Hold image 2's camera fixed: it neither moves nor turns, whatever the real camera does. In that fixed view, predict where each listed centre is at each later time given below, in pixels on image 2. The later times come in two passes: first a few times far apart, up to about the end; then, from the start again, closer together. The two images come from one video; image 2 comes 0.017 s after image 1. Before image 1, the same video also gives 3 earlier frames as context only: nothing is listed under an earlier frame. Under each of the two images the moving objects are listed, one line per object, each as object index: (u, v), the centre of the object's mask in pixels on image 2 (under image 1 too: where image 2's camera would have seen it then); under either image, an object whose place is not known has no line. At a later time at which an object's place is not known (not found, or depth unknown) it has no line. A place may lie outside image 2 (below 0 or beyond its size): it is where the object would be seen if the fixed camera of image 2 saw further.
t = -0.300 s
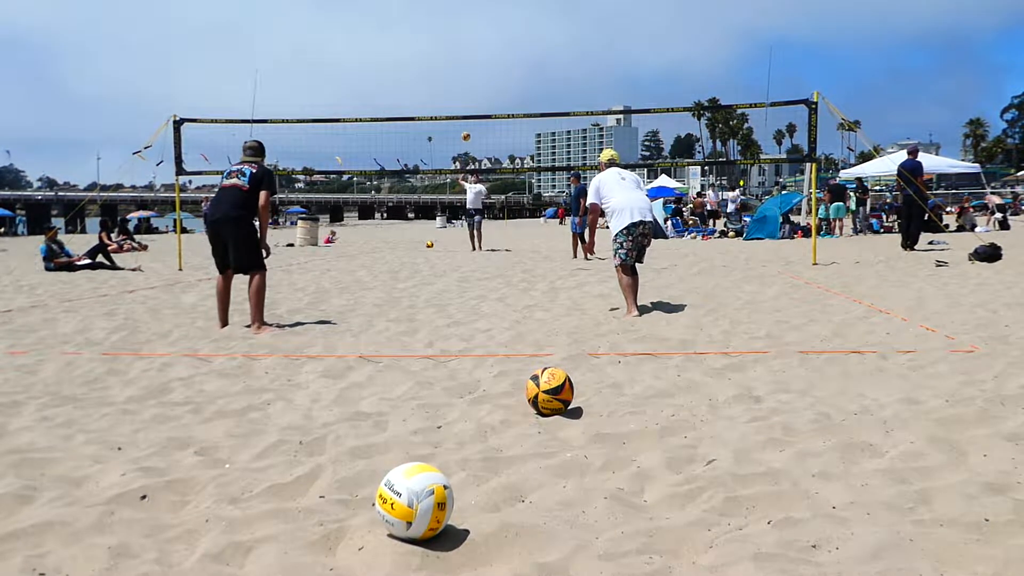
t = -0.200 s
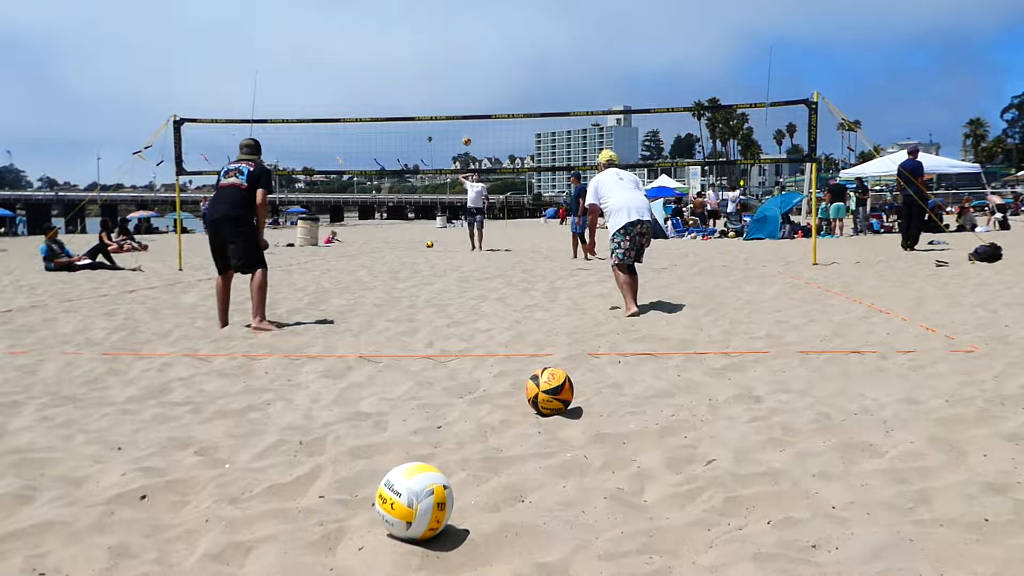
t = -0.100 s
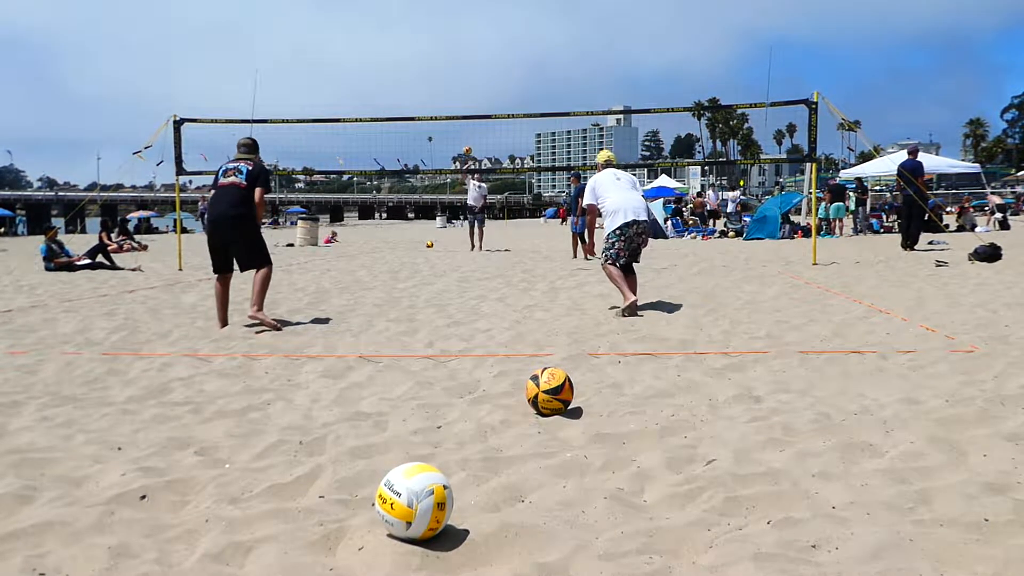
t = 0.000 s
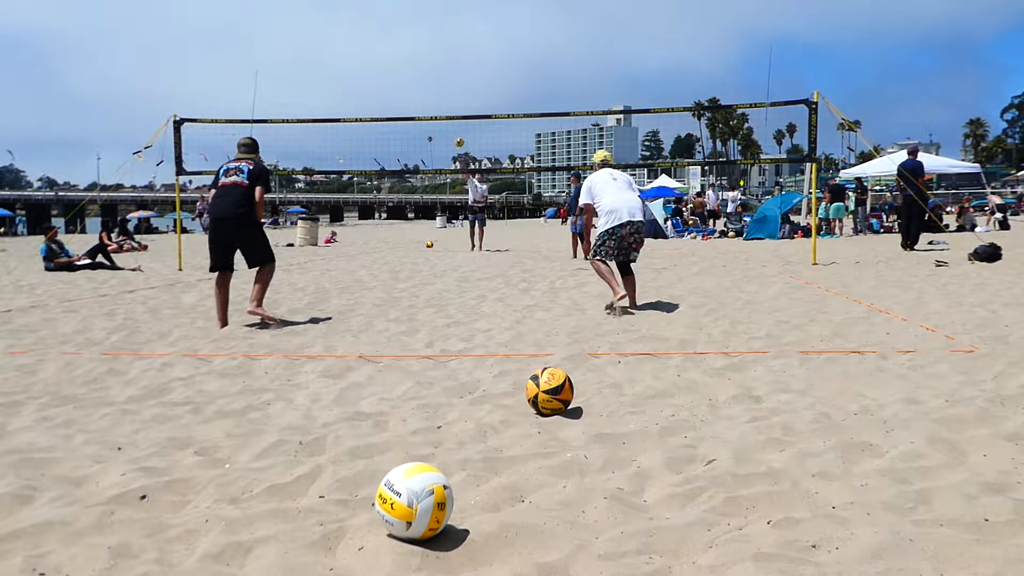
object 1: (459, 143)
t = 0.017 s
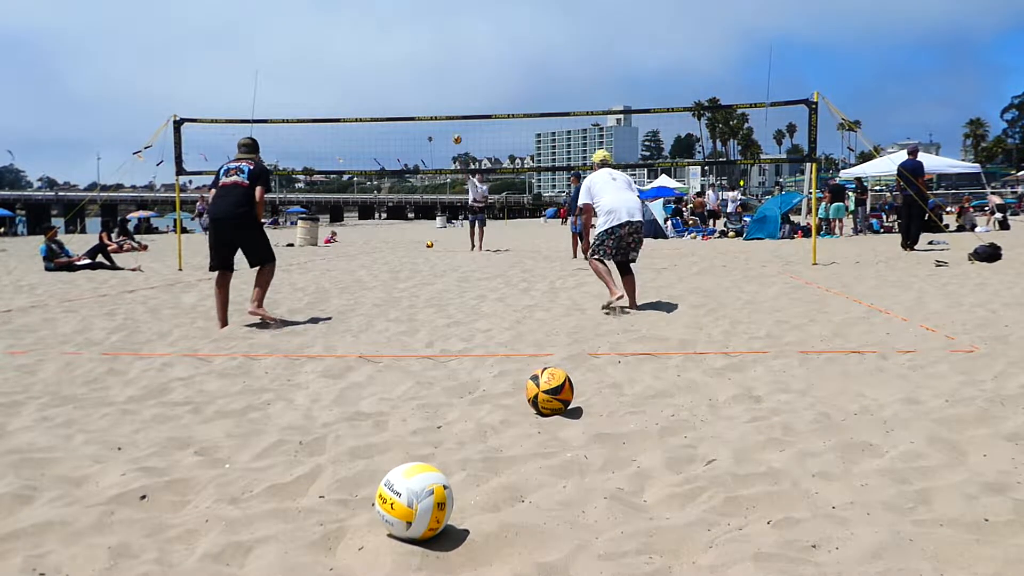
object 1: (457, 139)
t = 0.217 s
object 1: (426, 109)
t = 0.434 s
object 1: (385, 94)
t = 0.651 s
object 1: (336, 107)
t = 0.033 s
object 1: (455, 137)
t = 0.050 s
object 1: (452, 133)
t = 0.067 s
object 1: (450, 131)
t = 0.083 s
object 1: (448, 128)
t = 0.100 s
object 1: (445, 125)
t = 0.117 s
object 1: (443, 123)
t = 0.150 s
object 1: (438, 118)
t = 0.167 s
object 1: (435, 113)
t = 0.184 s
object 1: (432, 112)
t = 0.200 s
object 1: (429, 111)
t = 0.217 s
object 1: (426, 109)
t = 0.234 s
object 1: (423, 107)
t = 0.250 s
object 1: (421, 105)
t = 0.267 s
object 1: (417, 103)
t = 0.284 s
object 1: (414, 102)
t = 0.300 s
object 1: (411, 100)
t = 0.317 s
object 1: (408, 99)
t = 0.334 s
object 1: (405, 97)
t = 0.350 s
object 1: (402, 96)
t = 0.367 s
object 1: (399, 95)
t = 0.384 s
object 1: (395, 95)
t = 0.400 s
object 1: (392, 94)
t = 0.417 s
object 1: (388, 94)
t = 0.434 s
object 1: (385, 94)
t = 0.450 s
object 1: (382, 94)
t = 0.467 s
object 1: (378, 94)
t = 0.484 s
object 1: (374, 94)
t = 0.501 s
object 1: (371, 95)
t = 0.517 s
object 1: (367, 95)
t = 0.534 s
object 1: (364, 96)
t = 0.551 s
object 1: (360, 97)
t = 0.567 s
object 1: (356, 98)
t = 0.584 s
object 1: (352, 100)
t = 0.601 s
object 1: (348, 101)
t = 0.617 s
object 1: (344, 103)
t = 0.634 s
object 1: (340, 105)
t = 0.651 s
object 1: (336, 107)
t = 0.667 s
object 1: (331, 109)
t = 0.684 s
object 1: (327, 112)
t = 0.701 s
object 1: (322, 115)
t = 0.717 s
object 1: (318, 118)
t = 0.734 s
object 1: (313, 122)
